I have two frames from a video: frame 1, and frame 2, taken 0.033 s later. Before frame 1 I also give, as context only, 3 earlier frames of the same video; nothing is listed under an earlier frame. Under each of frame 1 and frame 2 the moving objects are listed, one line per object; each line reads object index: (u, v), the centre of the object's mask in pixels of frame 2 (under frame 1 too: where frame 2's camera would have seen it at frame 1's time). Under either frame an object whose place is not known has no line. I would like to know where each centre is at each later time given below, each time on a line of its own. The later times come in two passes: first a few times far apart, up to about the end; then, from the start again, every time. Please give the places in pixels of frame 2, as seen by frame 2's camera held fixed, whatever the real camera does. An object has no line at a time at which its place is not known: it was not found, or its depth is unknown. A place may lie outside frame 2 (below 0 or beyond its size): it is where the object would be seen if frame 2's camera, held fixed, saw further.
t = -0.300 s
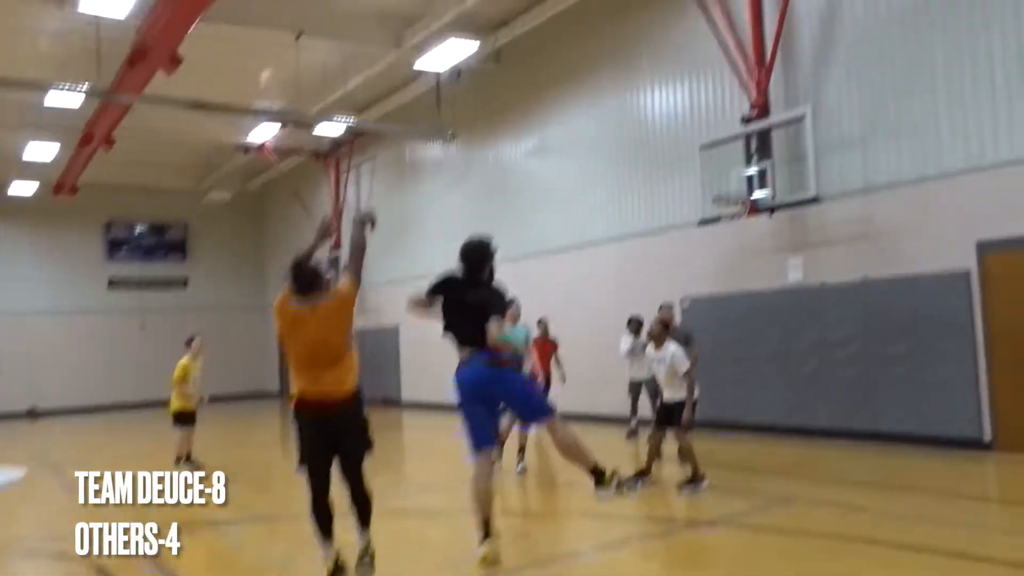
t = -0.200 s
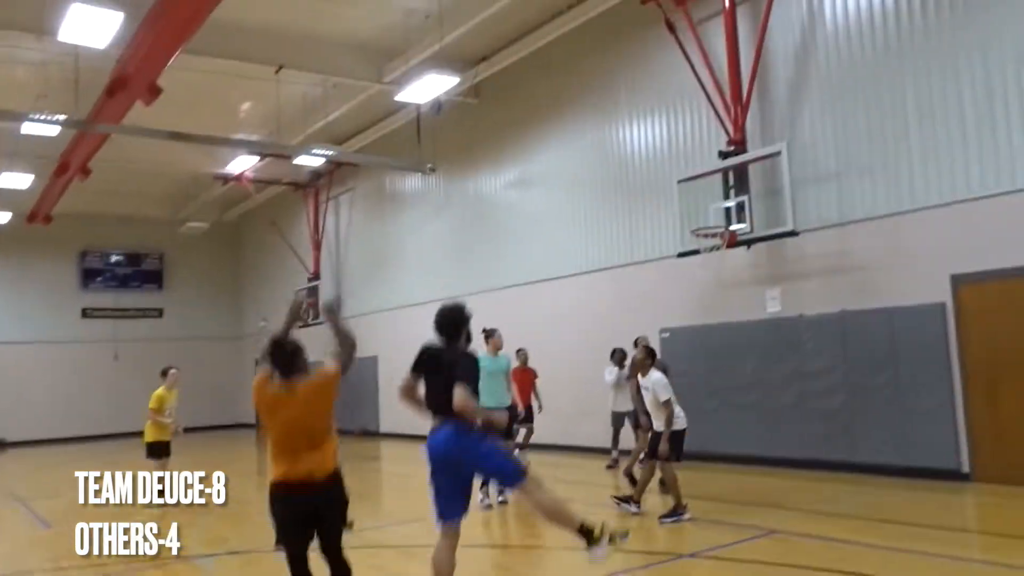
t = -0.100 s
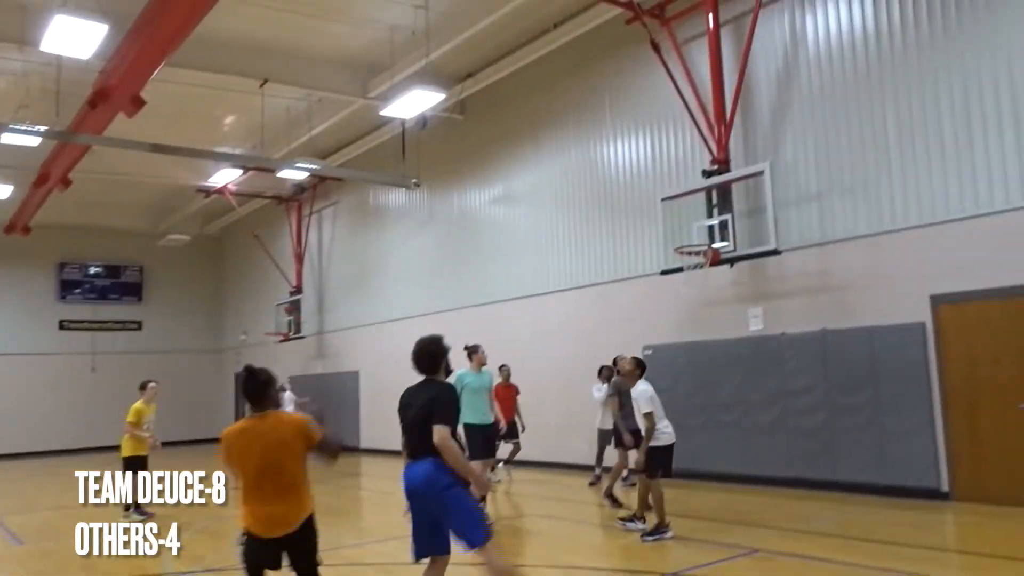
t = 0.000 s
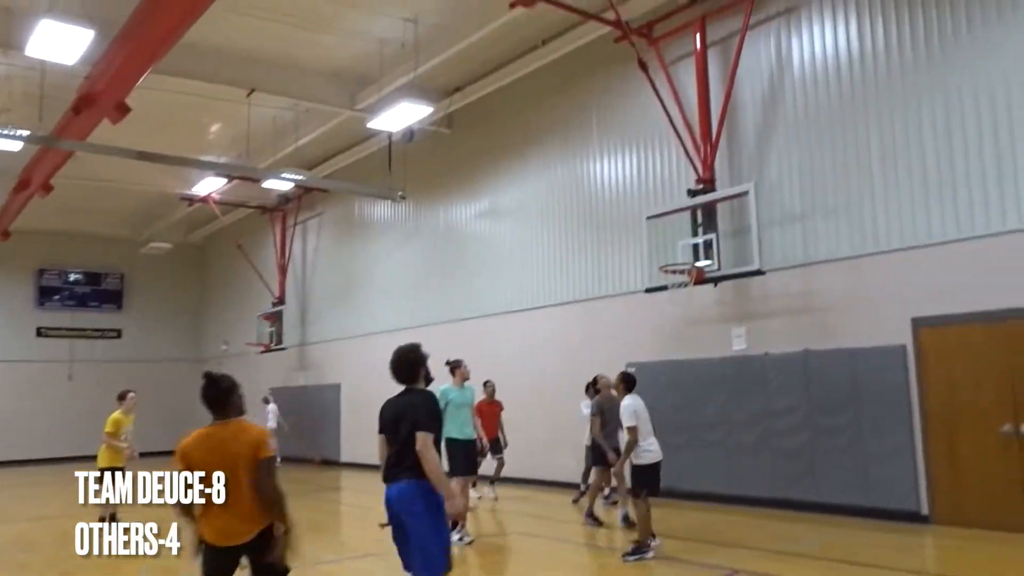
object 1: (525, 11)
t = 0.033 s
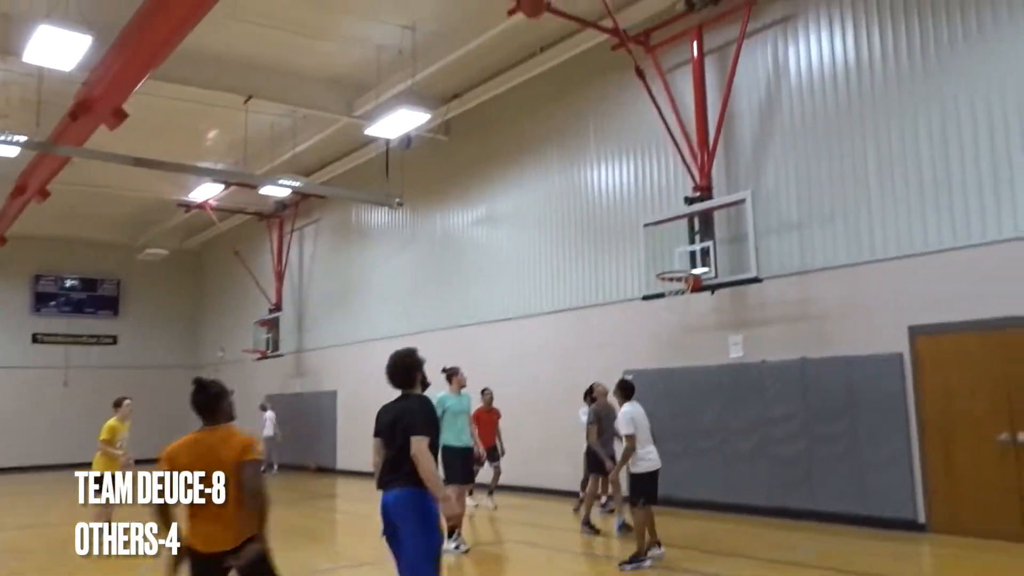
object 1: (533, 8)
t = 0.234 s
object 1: (574, 42)
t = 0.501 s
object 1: (619, 137)
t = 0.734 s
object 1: (653, 248)
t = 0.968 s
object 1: (590, 269)
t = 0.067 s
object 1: (539, 8)
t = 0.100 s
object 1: (546, 14)
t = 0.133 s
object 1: (554, 21)
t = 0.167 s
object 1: (561, 27)
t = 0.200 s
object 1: (568, 34)
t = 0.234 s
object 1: (574, 42)
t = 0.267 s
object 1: (580, 53)
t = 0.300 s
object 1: (586, 64)
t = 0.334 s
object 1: (592, 73)
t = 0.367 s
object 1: (597, 85)
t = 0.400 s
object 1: (603, 97)
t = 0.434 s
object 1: (608, 110)
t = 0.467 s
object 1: (614, 124)
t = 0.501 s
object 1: (619, 137)
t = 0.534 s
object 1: (624, 151)
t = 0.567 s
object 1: (629, 166)
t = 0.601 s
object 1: (634, 182)
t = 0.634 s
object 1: (639, 198)
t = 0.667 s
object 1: (643, 213)
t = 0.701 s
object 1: (648, 231)
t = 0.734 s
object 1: (653, 248)
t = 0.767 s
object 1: (657, 265)
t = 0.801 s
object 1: (650, 268)
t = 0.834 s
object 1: (639, 266)
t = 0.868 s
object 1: (627, 265)
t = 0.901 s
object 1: (614, 265)
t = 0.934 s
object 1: (603, 266)
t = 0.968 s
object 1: (590, 269)
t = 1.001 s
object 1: (578, 272)
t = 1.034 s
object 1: (565, 276)
